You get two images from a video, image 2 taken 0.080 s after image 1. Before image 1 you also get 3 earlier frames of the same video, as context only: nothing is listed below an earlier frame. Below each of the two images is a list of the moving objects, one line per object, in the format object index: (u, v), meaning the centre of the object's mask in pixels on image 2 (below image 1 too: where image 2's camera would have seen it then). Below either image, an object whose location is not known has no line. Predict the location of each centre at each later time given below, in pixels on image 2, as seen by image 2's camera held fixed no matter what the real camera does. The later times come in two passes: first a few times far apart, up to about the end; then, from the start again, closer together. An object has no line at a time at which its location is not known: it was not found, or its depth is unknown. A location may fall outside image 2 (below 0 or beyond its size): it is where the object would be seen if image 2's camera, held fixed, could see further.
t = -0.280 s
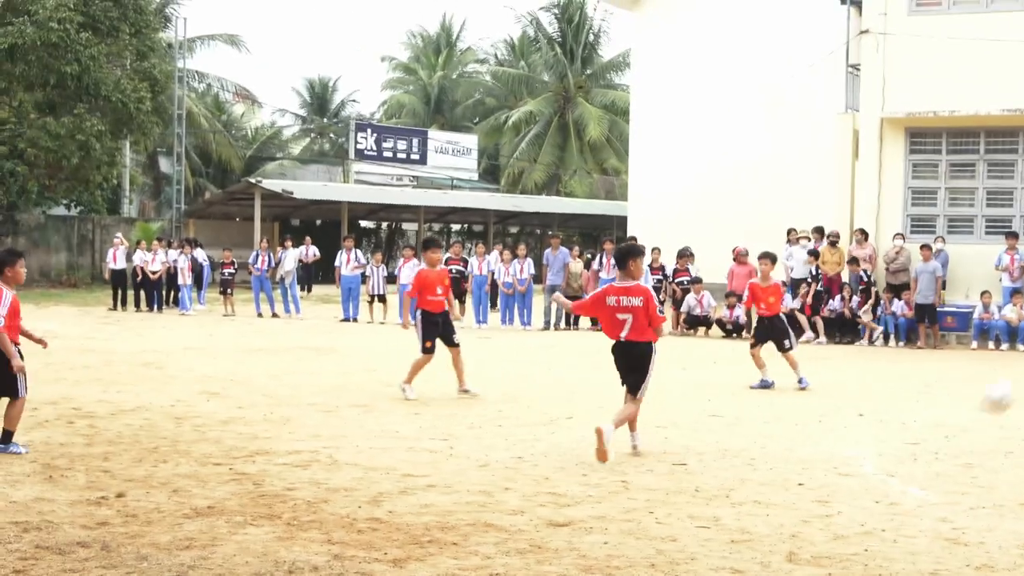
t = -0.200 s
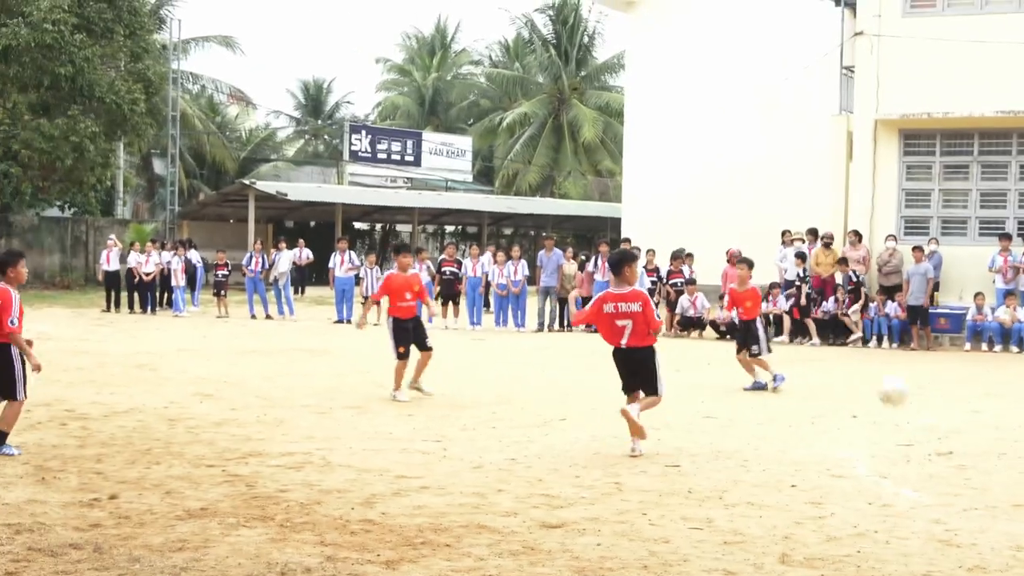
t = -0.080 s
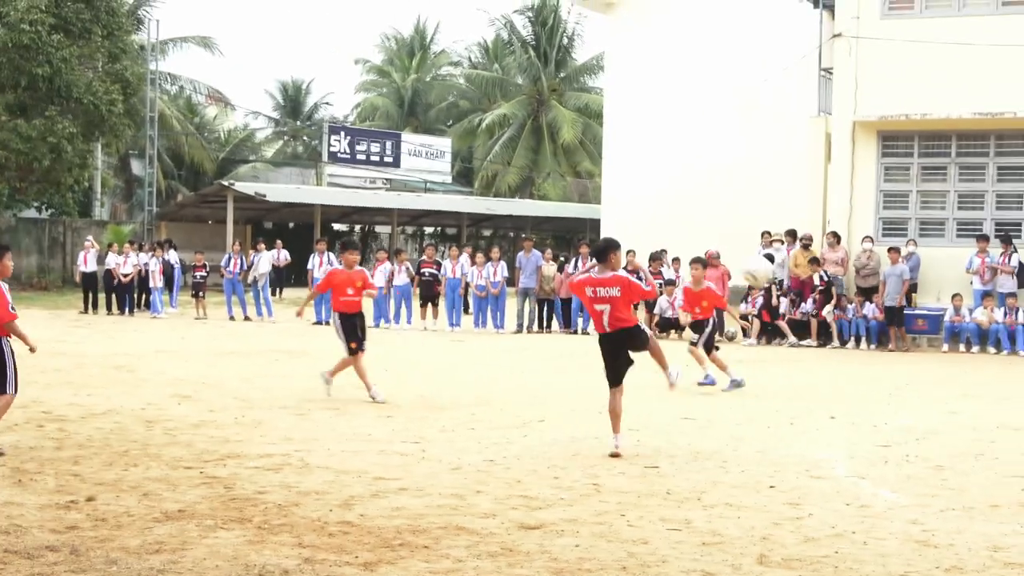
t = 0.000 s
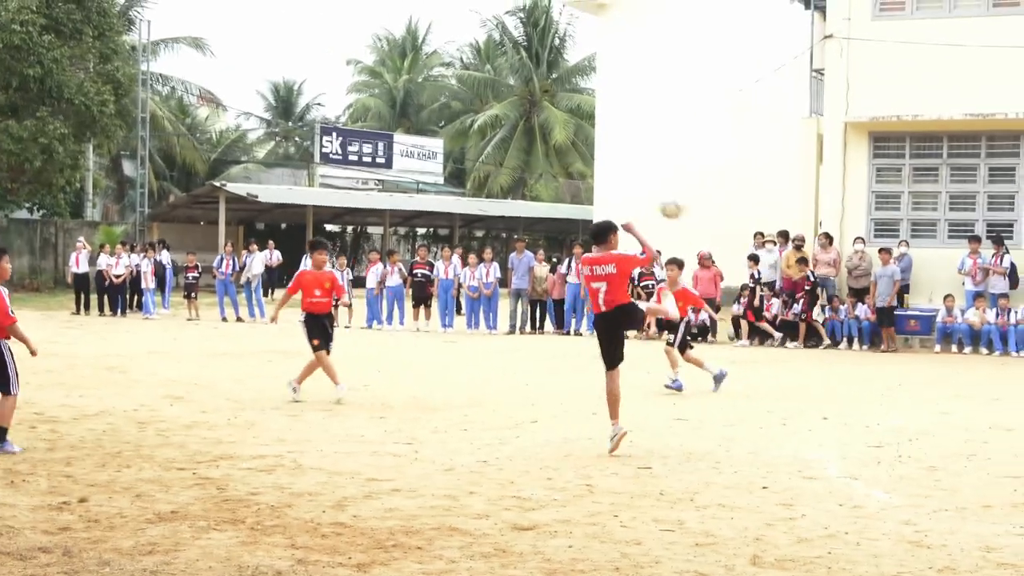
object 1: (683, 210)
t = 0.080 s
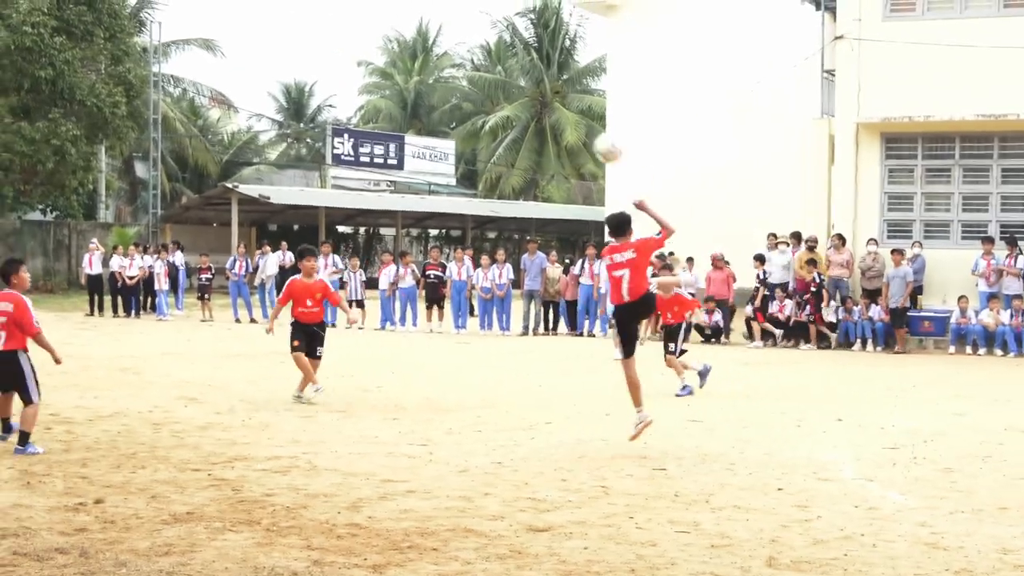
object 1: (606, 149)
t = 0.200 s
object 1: (498, 82)
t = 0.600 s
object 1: (154, 1)
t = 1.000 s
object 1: (-176, 146)
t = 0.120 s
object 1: (573, 124)
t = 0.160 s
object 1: (536, 101)
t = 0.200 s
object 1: (498, 82)
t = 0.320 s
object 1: (390, 45)
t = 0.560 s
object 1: (187, 5)
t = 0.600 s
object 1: (154, 1)
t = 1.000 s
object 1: (-176, 146)
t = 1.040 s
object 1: (-209, 172)
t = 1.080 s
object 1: (-242, 204)
